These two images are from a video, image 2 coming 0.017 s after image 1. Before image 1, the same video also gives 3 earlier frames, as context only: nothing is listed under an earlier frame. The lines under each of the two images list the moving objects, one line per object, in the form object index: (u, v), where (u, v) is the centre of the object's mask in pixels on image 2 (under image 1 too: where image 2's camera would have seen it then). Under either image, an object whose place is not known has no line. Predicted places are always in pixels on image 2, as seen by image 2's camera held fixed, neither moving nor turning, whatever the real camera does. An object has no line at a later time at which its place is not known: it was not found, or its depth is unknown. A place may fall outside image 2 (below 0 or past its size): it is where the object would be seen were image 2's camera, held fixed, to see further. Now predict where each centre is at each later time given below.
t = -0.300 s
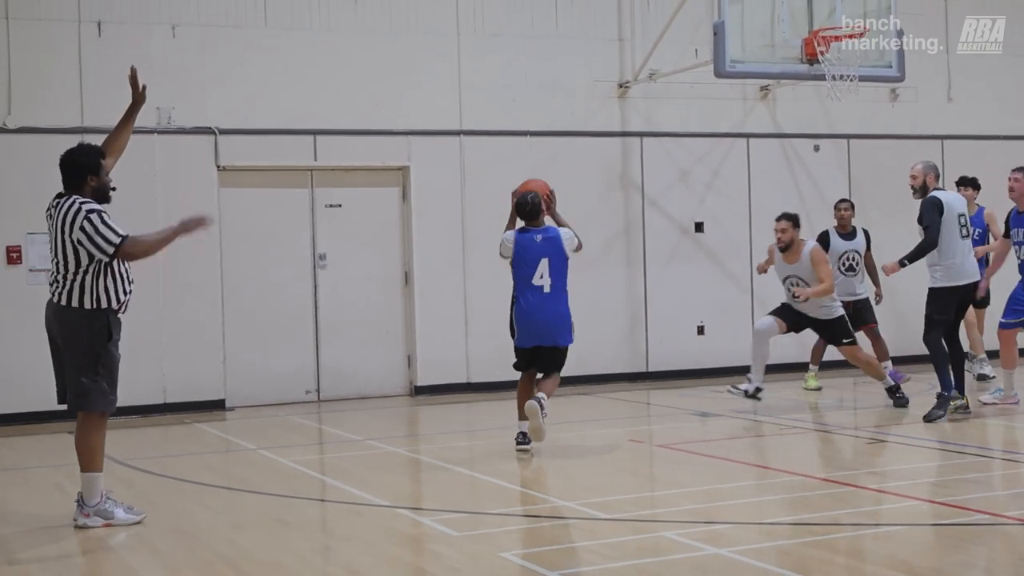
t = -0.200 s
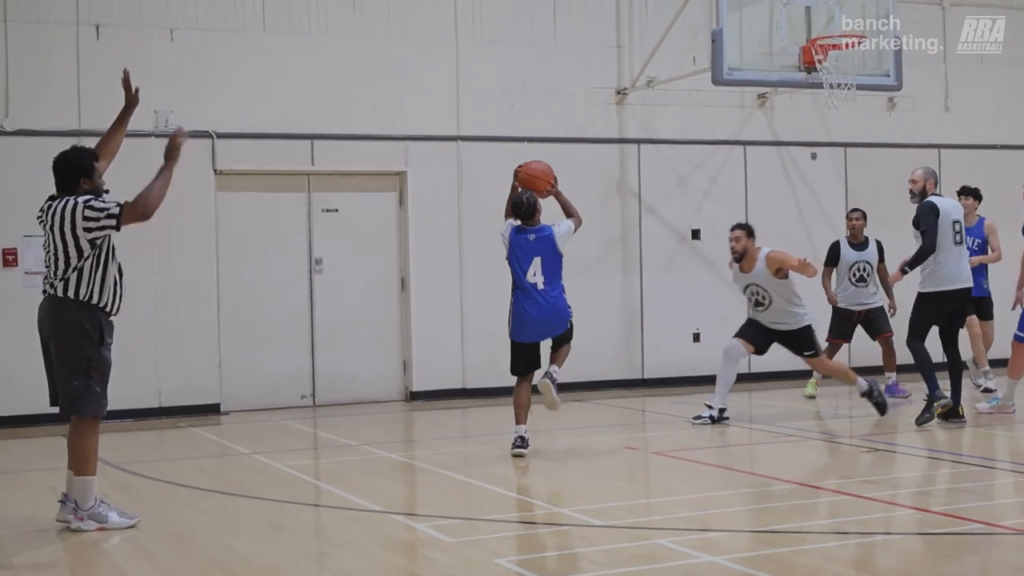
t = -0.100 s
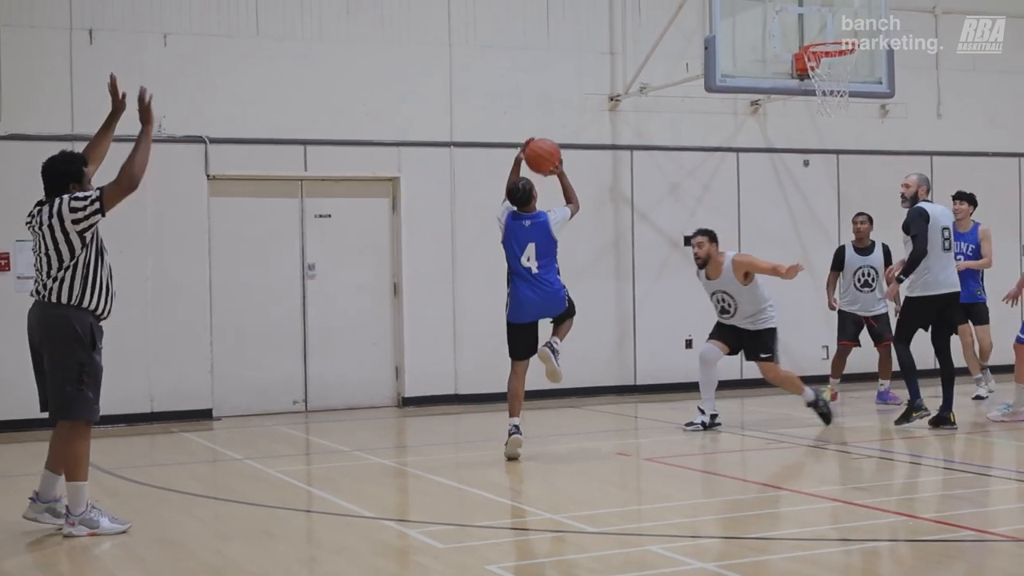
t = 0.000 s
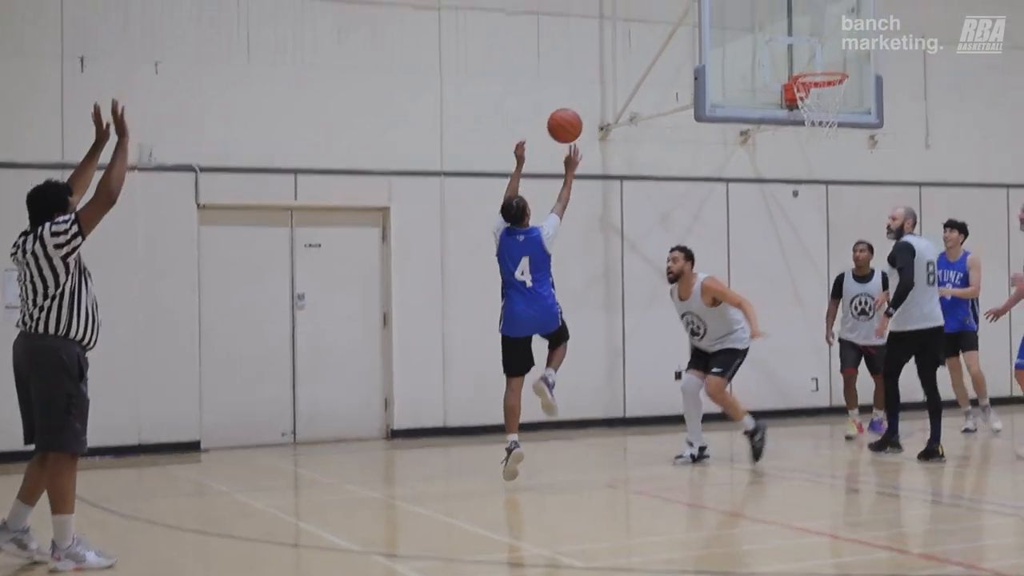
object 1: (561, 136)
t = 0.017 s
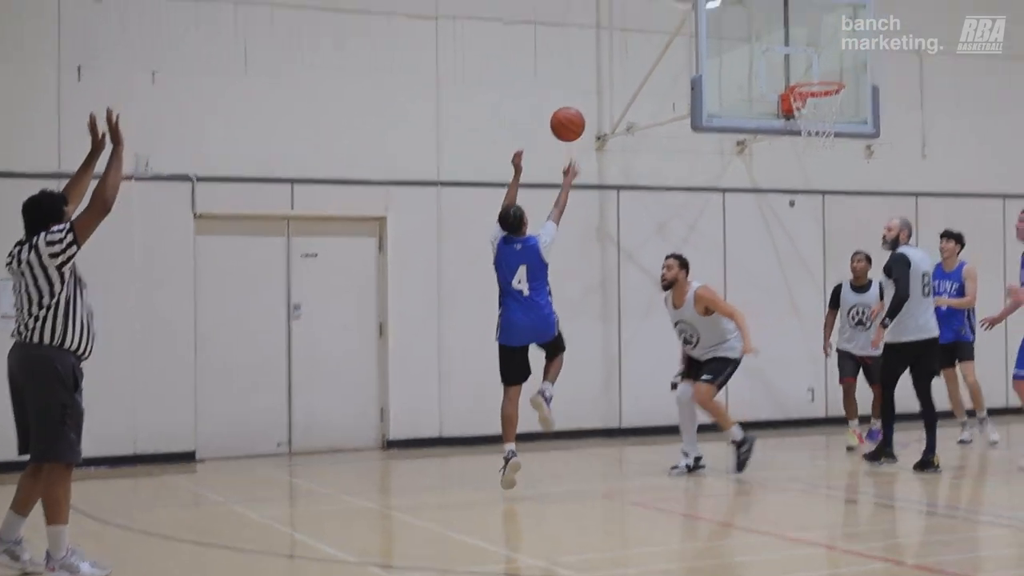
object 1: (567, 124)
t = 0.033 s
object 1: (573, 114)
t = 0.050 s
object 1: (579, 104)
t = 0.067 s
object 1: (586, 94)
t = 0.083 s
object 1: (591, 84)
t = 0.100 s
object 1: (597, 75)
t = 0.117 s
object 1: (603, 66)
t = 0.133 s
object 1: (609, 59)
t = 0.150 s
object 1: (614, 53)
